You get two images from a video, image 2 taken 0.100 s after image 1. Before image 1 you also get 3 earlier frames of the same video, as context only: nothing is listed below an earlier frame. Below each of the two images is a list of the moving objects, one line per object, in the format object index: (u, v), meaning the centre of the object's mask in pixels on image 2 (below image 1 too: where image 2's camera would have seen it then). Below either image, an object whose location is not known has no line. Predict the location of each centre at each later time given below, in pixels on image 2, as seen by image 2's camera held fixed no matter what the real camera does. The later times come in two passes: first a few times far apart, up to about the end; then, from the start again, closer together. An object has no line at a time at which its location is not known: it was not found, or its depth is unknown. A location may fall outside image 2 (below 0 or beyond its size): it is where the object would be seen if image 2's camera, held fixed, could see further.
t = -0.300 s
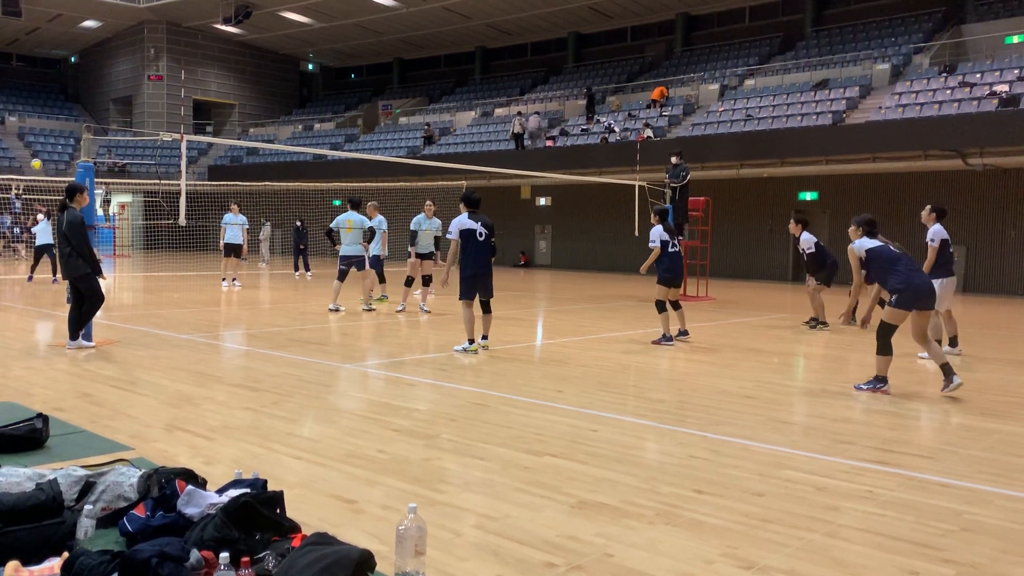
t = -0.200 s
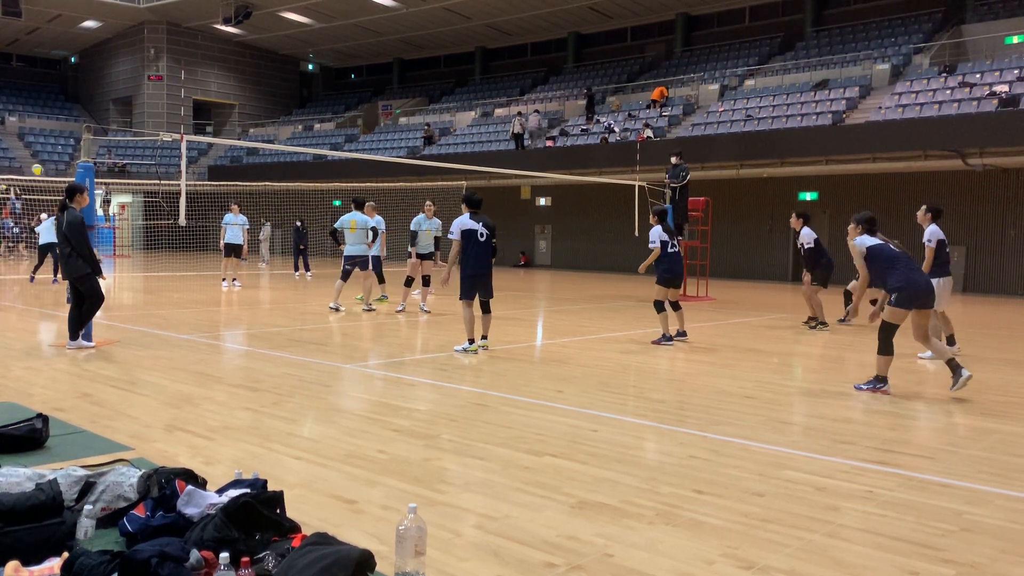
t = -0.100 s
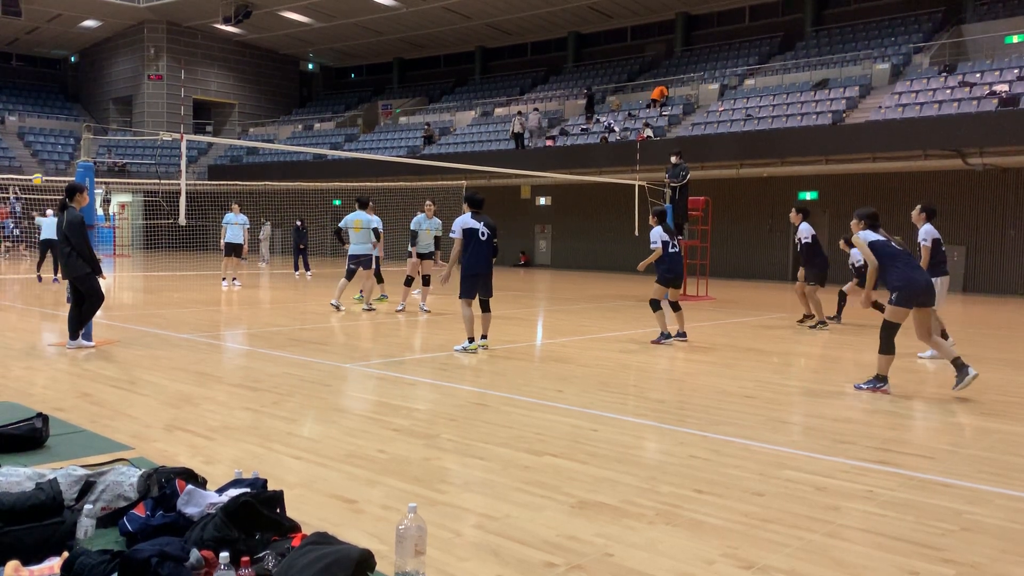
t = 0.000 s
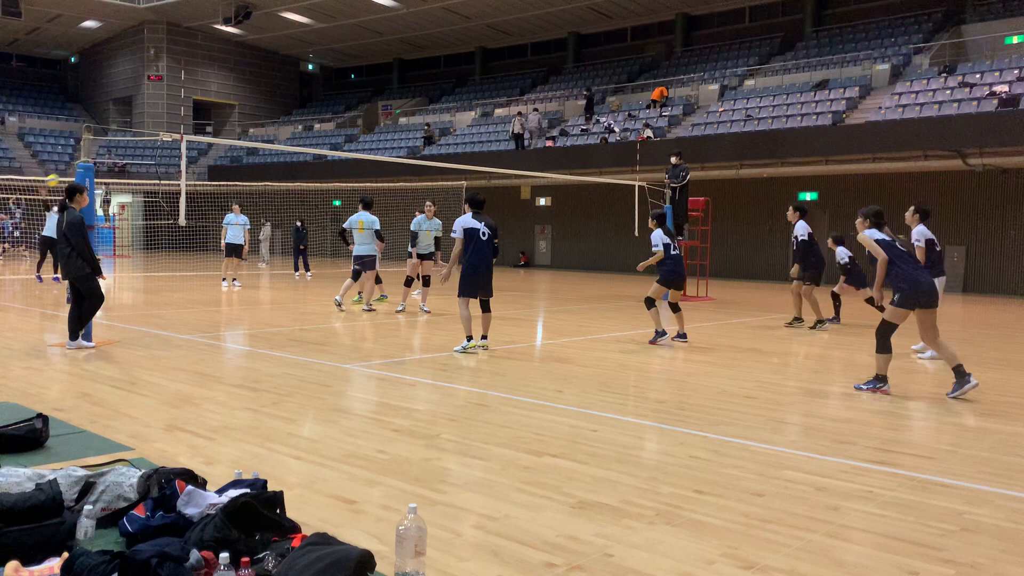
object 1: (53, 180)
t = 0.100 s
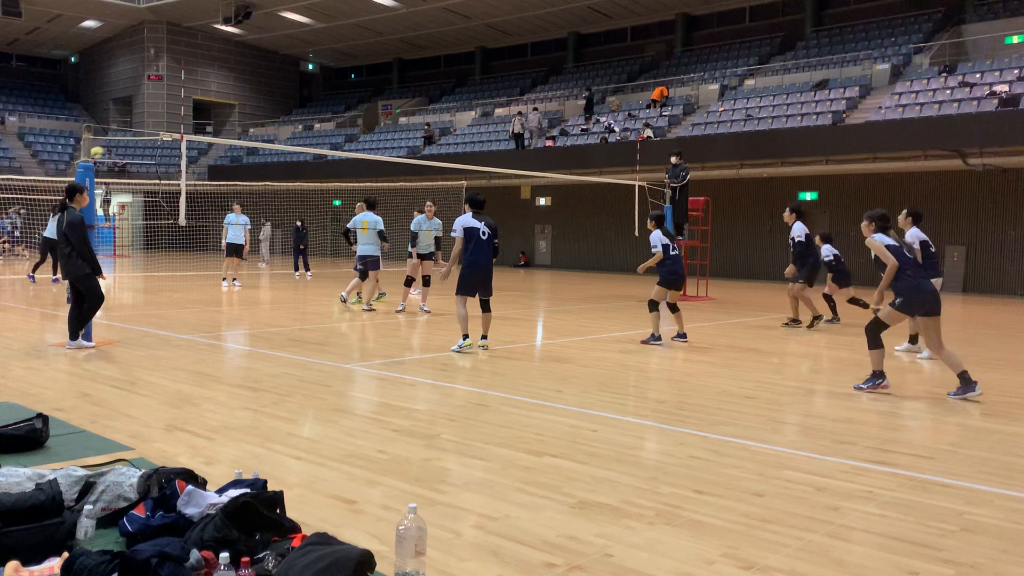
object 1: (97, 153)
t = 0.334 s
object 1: (204, 103)
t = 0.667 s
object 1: (365, 76)
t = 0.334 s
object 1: (204, 103)
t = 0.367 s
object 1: (220, 97)
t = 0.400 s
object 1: (235, 94)
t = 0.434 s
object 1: (252, 90)
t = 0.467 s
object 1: (268, 86)
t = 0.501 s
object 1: (284, 83)
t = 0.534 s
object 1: (300, 81)
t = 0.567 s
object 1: (316, 79)
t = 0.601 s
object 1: (332, 77)
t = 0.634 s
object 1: (348, 77)
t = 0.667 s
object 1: (365, 76)
